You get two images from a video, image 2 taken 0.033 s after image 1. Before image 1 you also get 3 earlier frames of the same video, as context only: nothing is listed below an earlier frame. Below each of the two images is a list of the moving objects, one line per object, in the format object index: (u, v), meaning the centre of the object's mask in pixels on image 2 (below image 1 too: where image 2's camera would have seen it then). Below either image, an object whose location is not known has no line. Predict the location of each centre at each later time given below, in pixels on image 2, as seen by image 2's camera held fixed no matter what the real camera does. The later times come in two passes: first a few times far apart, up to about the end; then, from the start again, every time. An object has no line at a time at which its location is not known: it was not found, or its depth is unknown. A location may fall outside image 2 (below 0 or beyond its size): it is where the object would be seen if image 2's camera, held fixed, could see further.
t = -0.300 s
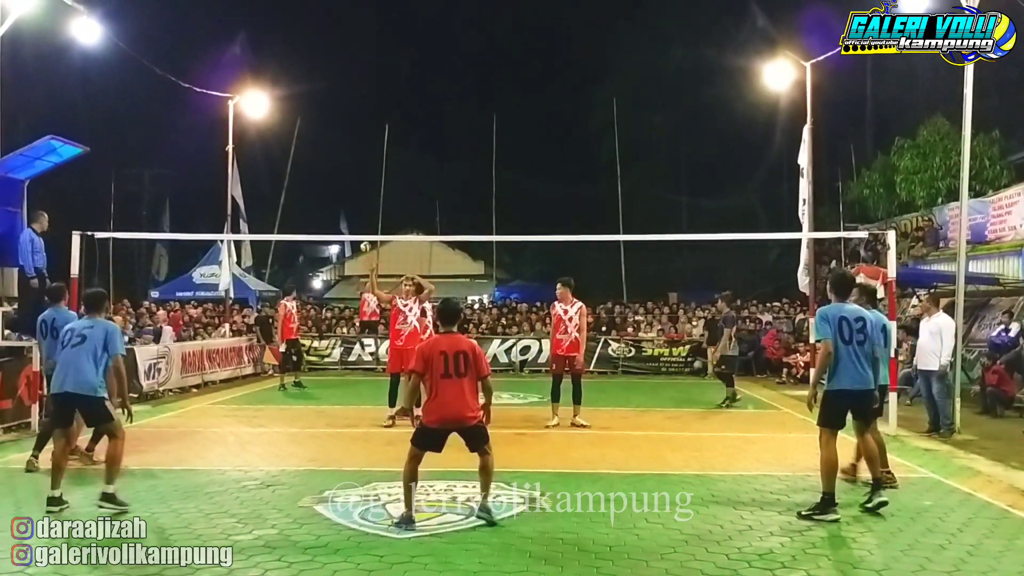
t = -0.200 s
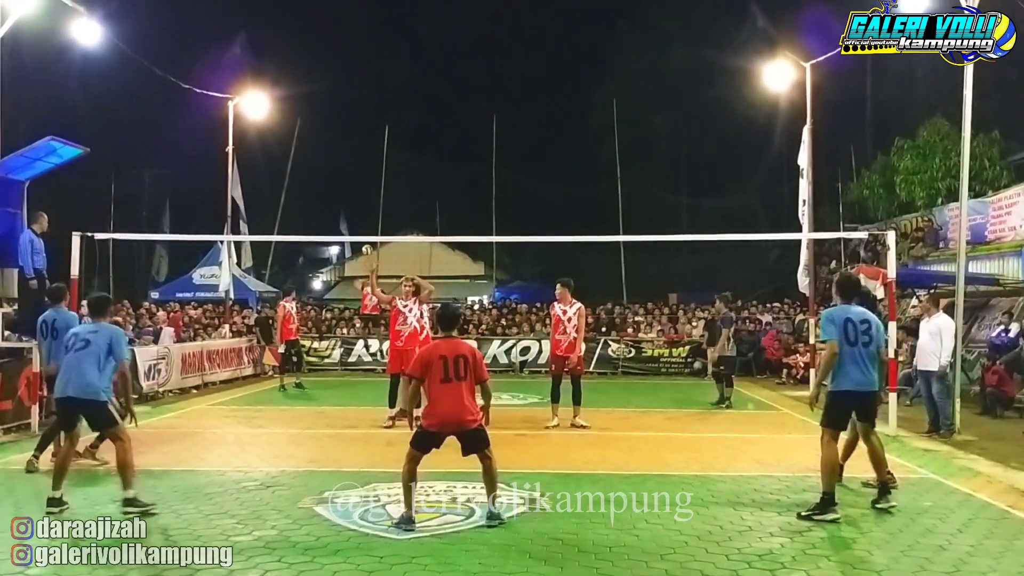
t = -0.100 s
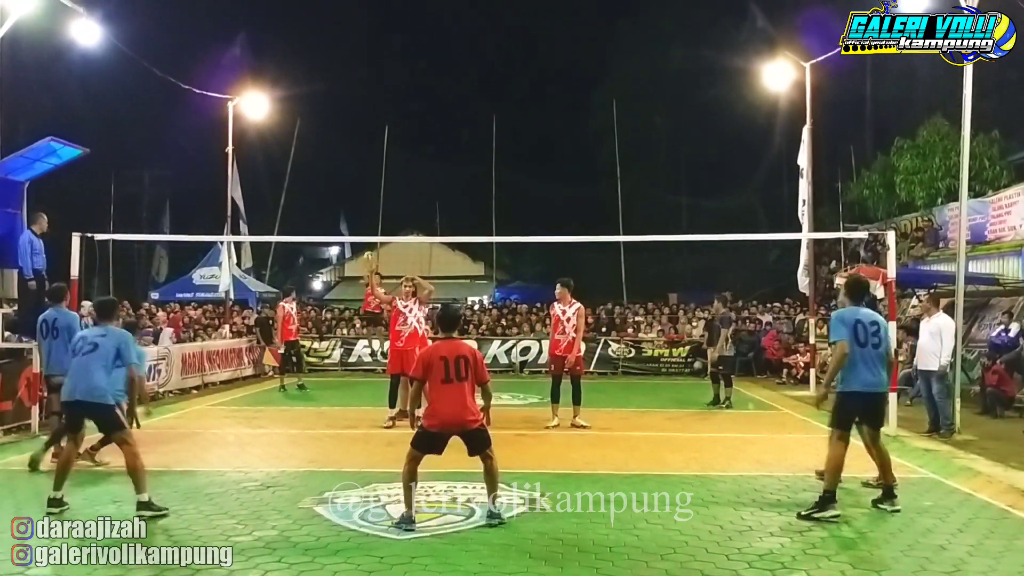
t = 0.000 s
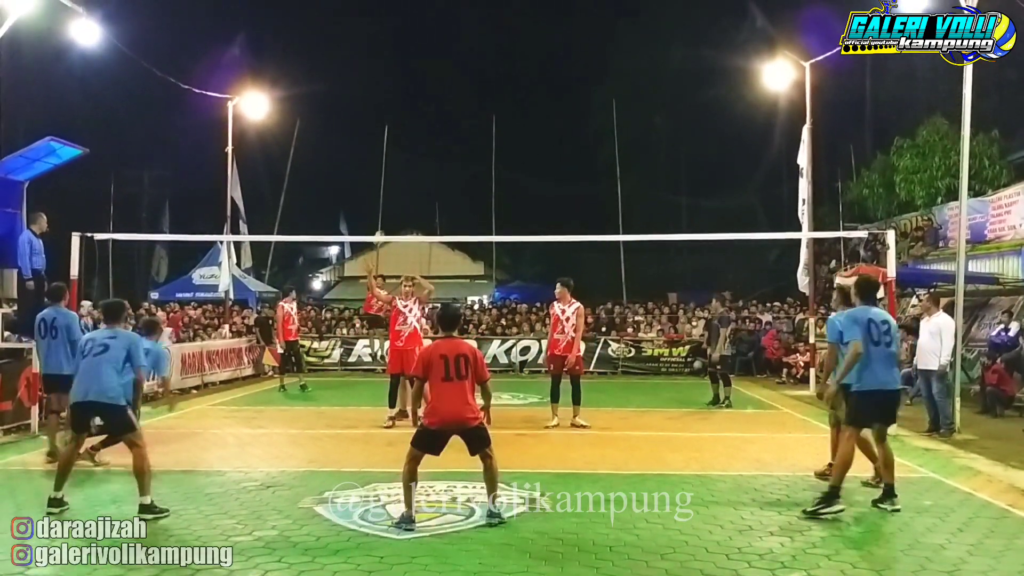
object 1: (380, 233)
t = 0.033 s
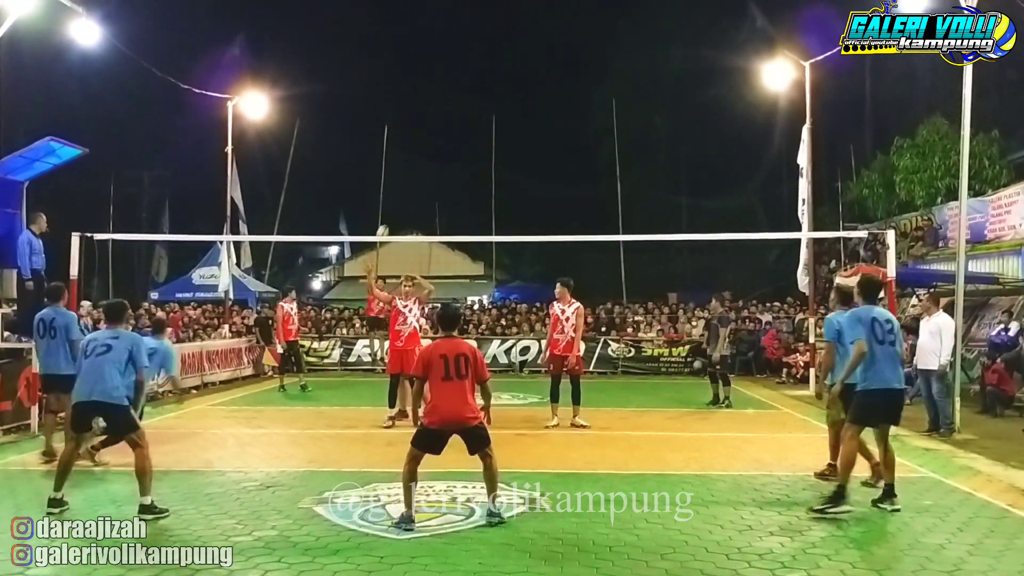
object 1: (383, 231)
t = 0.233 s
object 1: (414, 202)
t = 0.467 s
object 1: (466, 197)
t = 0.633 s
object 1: (519, 224)
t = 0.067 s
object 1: (387, 226)
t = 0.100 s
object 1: (392, 220)
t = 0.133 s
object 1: (397, 215)
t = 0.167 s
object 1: (402, 210)
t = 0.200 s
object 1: (408, 206)
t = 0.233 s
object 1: (414, 202)
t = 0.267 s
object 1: (420, 199)
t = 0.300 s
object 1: (427, 196)
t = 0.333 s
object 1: (434, 195)
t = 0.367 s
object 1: (441, 194)
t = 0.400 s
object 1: (449, 194)
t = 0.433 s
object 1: (457, 195)
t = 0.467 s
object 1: (466, 197)
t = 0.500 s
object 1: (475, 200)
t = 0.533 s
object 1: (485, 204)
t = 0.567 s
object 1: (496, 209)
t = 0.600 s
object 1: (508, 216)
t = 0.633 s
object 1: (519, 224)
